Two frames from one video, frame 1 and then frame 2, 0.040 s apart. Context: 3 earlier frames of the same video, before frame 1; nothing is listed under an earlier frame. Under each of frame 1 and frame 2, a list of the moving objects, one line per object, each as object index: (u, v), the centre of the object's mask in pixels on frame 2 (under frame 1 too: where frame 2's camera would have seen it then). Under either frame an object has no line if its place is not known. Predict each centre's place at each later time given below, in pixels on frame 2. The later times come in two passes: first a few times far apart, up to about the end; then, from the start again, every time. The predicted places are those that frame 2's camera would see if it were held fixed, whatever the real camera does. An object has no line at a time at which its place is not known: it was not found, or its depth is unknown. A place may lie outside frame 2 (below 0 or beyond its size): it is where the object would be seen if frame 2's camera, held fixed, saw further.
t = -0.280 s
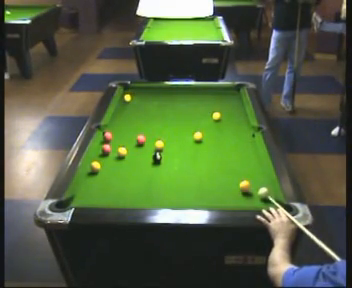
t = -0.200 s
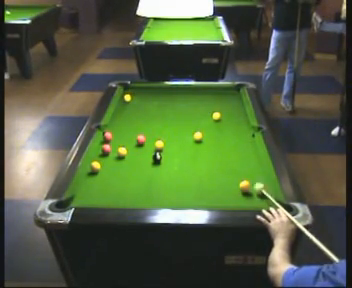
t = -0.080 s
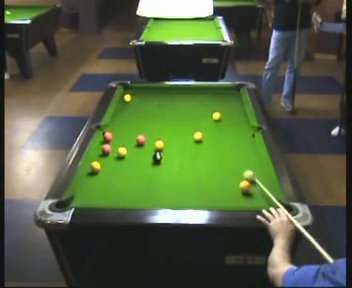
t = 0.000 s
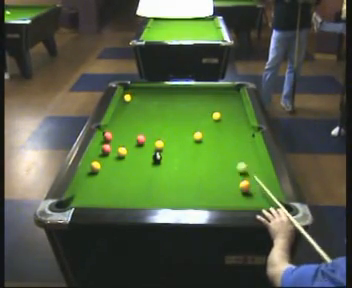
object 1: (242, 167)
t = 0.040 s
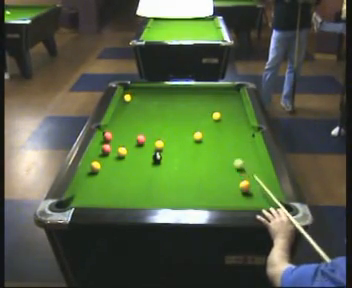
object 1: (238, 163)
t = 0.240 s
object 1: (224, 147)
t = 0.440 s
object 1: (213, 133)
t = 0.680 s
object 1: (200, 119)
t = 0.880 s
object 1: (192, 109)
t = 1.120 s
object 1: (183, 99)
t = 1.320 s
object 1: (176, 92)
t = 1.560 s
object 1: (170, 90)
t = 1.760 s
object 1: (165, 95)
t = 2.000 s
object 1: (160, 100)
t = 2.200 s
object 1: (155, 105)
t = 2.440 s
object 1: (149, 111)
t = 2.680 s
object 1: (143, 116)
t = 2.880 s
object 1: (139, 121)
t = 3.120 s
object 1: (133, 126)
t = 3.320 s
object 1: (128, 131)
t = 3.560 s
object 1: (123, 136)
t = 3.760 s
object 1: (119, 141)
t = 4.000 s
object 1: (114, 146)
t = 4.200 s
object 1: (114, 148)
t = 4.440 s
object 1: (115, 149)
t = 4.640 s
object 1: (115, 149)
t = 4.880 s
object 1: (115, 149)
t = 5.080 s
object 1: (115, 149)
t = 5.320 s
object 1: (115, 149)
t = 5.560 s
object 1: (115, 149)
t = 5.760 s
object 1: (115, 149)
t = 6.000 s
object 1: (115, 149)
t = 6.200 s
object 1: (115, 149)
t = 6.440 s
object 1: (115, 149)
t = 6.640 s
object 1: (115, 149)
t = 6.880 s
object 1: (115, 149)
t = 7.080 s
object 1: (115, 149)
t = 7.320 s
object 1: (115, 149)
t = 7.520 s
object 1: (115, 149)
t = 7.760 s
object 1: (115, 149)
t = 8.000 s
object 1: (116, 149)
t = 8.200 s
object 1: (116, 149)
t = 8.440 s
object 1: (115, 149)
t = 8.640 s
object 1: (115, 149)
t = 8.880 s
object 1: (115, 149)
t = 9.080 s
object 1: (115, 149)
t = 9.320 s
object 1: (115, 149)
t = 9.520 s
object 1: (115, 149)
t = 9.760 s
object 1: (115, 149)
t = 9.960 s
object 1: (115, 149)
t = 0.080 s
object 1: (235, 160)
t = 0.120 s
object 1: (232, 156)
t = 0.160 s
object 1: (230, 153)
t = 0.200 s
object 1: (227, 150)
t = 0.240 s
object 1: (224, 147)
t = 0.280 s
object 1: (222, 144)
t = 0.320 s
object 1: (220, 141)
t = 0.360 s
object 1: (217, 138)
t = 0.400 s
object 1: (215, 136)
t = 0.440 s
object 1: (213, 133)
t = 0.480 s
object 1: (211, 131)
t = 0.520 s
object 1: (209, 128)
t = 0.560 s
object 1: (207, 126)
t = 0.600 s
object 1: (205, 123)
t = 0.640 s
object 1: (202, 121)
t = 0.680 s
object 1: (200, 119)
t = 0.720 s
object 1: (199, 117)
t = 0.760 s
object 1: (197, 115)
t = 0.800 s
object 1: (196, 113)
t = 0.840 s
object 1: (194, 111)
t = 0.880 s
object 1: (192, 109)
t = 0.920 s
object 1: (190, 107)
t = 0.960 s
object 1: (189, 106)
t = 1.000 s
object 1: (187, 104)
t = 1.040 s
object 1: (186, 102)
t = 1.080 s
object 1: (184, 100)
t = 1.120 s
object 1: (183, 99)
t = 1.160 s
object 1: (182, 98)
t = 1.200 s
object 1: (180, 96)
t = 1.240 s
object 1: (179, 94)
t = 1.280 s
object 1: (178, 93)
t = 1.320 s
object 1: (176, 92)
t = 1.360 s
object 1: (175, 90)
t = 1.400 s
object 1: (174, 89)
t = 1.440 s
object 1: (173, 88)
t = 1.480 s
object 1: (172, 89)
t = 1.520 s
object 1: (171, 89)
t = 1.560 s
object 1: (170, 90)
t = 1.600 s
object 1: (169, 91)
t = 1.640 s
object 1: (168, 92)
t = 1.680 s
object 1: (167, 93)
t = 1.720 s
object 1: (166, 94)
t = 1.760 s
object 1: (165, 95)
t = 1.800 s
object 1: (164, 96)
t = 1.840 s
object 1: (163, 97)
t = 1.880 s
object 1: (162, 98)
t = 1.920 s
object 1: (161, 99)
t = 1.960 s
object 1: (161, 100)
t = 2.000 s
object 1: (160, 100)
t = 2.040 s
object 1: (158, 101)
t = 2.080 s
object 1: (158, 102)
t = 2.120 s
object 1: (157, 103)
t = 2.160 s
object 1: (156, 104)
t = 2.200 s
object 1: (155, 105)
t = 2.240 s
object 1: (154, 106)
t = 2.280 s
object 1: (153, 107)
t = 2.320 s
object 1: (152, 108)
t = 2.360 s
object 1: (151, 109)
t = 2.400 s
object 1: (150, 110)
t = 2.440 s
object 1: (149, 111)
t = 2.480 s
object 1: (148, 112)
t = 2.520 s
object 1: (147, 113)
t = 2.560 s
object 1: (146, 113)
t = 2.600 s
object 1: (145, 115)
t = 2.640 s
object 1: (144, 116)
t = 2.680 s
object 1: (143, 116)
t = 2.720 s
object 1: (142, 117)
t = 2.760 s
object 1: (141, 118)
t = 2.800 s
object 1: (141, 119)
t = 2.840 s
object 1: (140, 120)
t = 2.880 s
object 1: (139, 121)
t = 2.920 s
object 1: (138, 122)
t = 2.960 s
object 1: (137, 123)
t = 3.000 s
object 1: (136, 124)
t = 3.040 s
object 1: (135, 125)
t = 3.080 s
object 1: (134, 126)
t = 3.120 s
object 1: (133, 126)
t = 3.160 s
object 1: (132, 127)
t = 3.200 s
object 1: (131, 129)
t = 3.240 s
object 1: (130, 129)
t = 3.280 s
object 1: (129, 130)
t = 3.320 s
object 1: (128, 131)
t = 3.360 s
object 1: (127, 132)
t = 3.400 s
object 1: (127, 133)
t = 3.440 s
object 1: (126, 134)
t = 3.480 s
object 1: (125, 135)
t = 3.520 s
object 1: (124, 136)
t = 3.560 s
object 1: (123, 136)
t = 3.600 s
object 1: (123, 137)
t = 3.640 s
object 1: (121, 138)
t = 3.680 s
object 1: (121, 139)
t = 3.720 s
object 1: (120, 140)
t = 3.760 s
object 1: (119, 141)
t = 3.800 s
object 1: (118, 141)
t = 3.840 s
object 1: (117, 142)
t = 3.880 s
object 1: (117, 143)
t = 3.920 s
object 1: (115, 144)
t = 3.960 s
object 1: (115, 145)
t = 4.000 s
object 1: (114, 146)
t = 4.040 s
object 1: (114, 146)
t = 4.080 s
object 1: (114, 147)
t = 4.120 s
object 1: (114, 147)
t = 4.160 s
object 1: (114, 148)
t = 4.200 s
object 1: (114, 148)
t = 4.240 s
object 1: (115, 148)
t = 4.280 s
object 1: (115, 148)
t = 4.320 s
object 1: (115, 149)
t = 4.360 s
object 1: (115, 149)
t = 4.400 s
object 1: (115, 149)
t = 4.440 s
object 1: (115, 149)
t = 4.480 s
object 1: (115, 149)
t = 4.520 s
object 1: (115, 149)
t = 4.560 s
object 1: (115, 149)
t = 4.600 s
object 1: (115, 149)
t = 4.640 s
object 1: (115, 149)
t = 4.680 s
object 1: (115, 149)
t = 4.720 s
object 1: (115, 149)
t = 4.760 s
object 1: (115, 149)
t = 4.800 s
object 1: (115, 149)
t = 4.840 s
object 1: (115, 149)
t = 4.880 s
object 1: (115, 149)
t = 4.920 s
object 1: (115, 149)
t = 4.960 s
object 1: (115, 149)
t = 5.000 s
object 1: (115, 149)
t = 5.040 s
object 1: (115, 149)
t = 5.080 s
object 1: (115, 149)
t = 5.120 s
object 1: (115, 149)
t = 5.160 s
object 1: (115, 149)
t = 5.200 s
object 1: (115, 149)
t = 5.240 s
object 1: (115, 149)
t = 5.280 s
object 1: (115, 149)
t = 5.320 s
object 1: (115, 149)
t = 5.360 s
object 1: (115, 149)
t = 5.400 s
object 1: (115, 149)
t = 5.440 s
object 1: (115, 149)
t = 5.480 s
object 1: (115, 149)
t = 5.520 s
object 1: (115, 149)
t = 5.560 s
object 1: (115, 149)
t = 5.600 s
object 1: (115, 149)
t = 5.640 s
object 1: (115, 149)
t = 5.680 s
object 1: (115, 149)
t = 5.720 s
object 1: (115, 149)
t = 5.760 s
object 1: (115, 149)
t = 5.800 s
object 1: (115, 149)
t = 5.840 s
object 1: (115, 149)
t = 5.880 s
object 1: (115, 149)
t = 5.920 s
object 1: (115, 149)
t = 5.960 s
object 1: (115, 149)
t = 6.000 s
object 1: (115, 149)
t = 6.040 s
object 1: (115, 149)
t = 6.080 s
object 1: (115, 149)
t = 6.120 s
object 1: (115, 149)
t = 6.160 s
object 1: (115, 149)
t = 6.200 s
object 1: (115, 149)
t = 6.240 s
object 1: (115, 149)
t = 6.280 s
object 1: (115, 149)
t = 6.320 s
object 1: (115, 149)
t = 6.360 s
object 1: (115, 149)
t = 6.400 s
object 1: (115, 149)
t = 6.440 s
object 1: (115, 149)
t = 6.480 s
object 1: (115, 149)
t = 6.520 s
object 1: (115, 149)
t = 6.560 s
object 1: (115, 149)
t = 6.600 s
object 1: (115, 149)
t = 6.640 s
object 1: (115, 149)
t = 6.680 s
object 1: (115, 149)
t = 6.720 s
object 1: (115, 150)
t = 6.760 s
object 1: (115, 150)
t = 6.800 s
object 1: (115, 149)
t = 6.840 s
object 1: (115, 149)
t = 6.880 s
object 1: (115, 149)
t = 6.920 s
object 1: (115, 149)
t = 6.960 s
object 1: (115, 149)
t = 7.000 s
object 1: (115, 149)
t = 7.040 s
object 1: (115, 149)
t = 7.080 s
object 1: (115, 149)
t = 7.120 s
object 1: (115, 149)
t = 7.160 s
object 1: (115, 149)
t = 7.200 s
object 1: (115, 149)
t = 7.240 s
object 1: (115, 149)
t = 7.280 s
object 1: (115, 149)
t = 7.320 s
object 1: (115, 149)
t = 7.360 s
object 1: (115, 149)
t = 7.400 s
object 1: (115, 149)
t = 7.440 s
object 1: (115, 149)
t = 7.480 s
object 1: (115, 149)
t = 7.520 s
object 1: (115, 149)
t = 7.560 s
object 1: (115, 149)
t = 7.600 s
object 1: (115, 149)
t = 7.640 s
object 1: (115, 149)
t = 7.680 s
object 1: (115, 149)
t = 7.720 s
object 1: (115, 149)
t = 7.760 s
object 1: (115, 149)
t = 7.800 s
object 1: (115, 149)
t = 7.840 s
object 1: (115, 149)
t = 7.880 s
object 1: (115, 149)
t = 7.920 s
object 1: (115, 149)
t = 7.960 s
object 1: (116, 149)
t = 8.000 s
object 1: (116, 149)
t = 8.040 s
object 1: (116, 149)
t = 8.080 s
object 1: (116, 149)
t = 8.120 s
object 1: (116, 149)
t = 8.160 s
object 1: (116, 149)
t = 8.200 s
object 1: (116, 149)
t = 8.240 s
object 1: (116, 149)
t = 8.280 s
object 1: (116, 149)
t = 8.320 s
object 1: (115, 149)
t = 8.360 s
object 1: (115, 149)
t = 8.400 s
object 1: (115, 149)
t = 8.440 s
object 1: (115, 149)
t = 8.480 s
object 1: (115, 149)
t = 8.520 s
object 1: (115, 149)
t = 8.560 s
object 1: (115, 149)
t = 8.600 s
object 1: (115, 149)
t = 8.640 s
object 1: (115, 149)
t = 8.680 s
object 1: (115, 149)
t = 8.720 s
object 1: (115, 149)
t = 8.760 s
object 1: (115, 149)
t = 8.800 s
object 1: (115, 149)
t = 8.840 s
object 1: (115, 149)
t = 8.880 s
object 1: (115, 149)
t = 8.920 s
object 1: (115, 149)
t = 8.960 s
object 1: (115, 149)
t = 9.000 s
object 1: (115, 149)
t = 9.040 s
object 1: (115, 149)
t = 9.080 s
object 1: (115, 149)
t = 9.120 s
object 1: (115, 149)
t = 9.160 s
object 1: (115, 149)
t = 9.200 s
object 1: (115, 149)
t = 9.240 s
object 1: (115, 149)
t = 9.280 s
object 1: (115, 149)
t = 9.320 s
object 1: (115, 149)
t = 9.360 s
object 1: (115, 149)
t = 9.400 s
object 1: (115, 149)
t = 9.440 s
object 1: (115, 149)
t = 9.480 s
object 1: (115, 149)
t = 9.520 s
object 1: (115, 149)
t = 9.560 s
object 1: (115, 149)
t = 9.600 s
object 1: (115, 149)
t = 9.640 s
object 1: (115, 149)
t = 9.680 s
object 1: (115, 149)
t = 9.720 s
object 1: (115, 149)
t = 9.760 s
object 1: (115, 149)
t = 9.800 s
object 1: (115, 149)
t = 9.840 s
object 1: (115, 149)
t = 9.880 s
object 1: (115, 149)
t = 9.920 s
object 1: (115, 149)
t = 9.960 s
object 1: (115, 149)
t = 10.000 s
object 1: (115, 149)
